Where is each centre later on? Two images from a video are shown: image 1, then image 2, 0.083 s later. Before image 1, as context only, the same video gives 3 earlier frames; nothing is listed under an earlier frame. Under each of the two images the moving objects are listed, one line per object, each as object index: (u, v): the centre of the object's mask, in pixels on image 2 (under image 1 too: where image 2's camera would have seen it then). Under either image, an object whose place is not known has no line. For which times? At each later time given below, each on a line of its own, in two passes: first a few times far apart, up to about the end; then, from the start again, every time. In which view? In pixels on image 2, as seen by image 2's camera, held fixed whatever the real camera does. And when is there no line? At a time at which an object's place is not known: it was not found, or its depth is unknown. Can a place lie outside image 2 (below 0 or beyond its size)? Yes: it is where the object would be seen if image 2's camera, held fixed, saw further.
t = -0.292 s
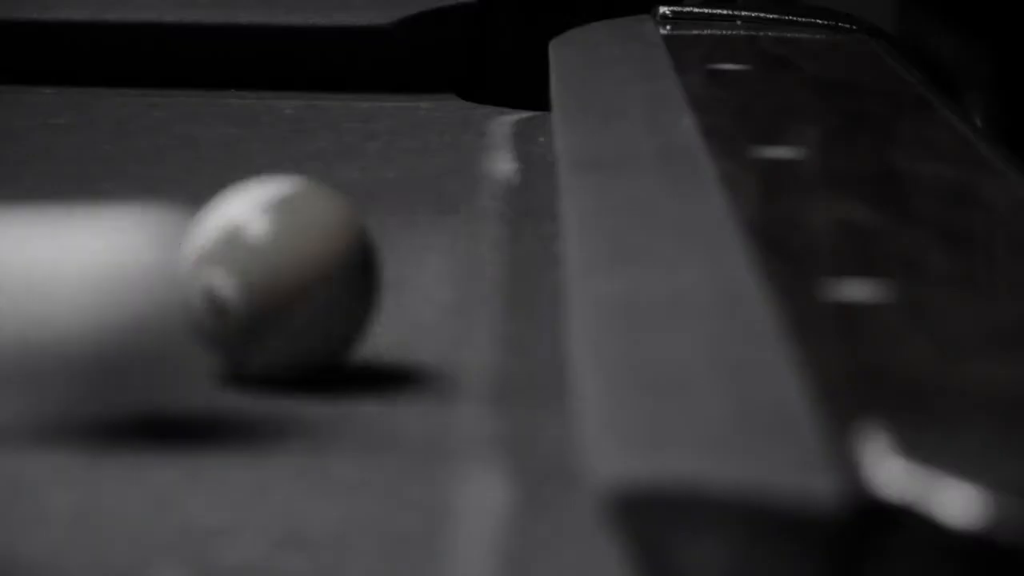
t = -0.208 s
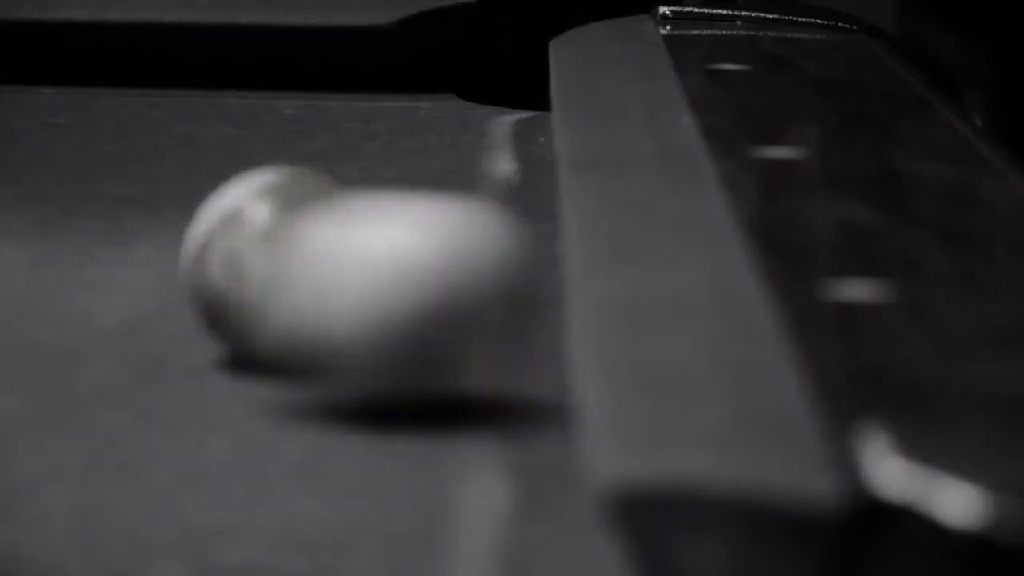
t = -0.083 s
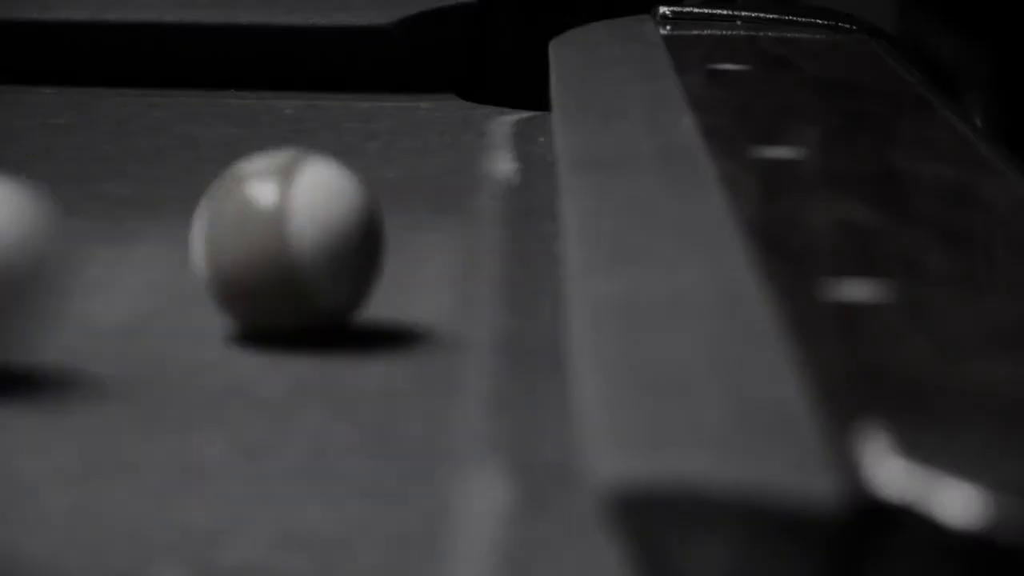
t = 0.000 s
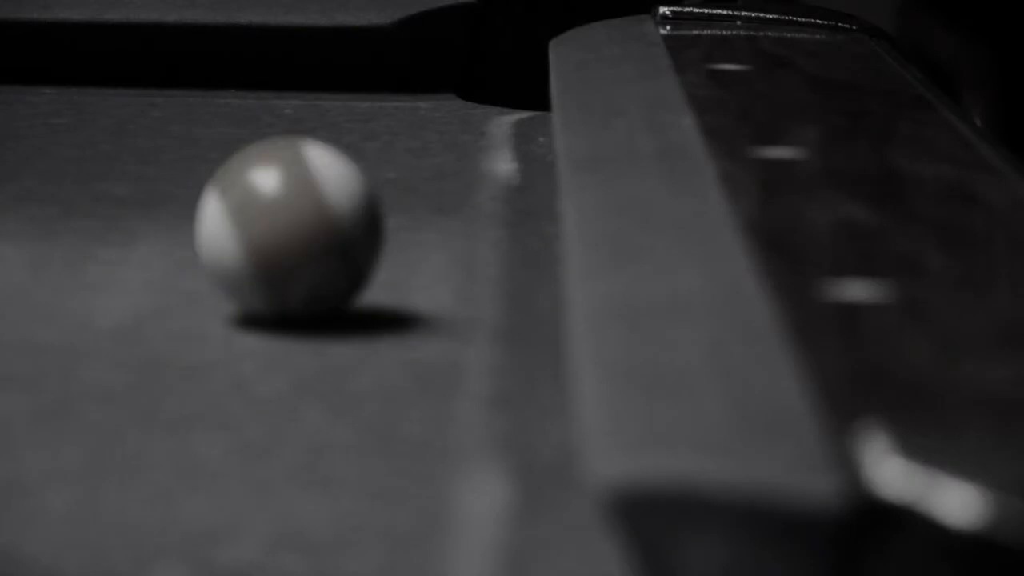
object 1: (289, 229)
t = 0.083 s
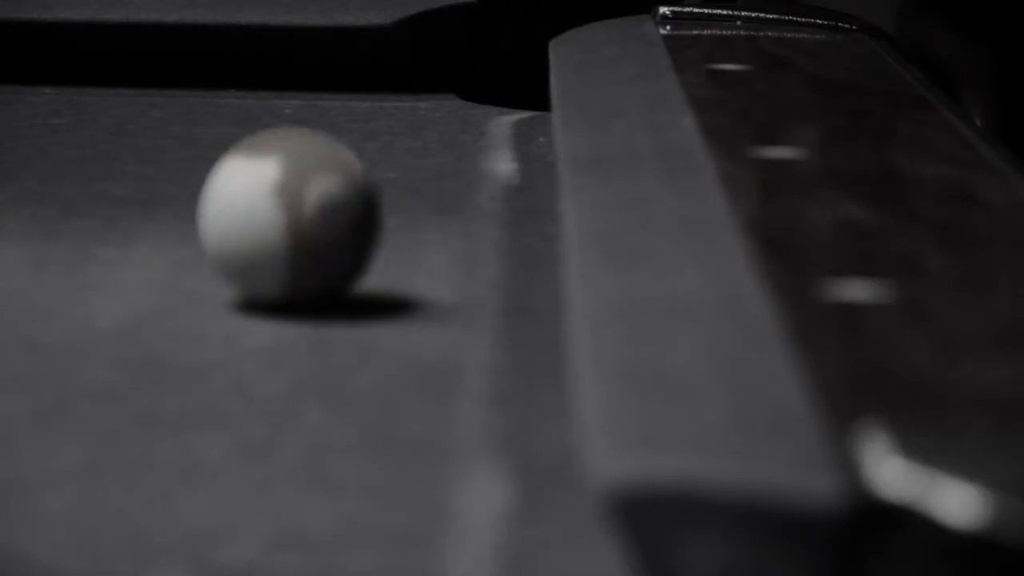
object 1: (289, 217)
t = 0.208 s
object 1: (286, 200)
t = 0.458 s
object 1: (277, 171)
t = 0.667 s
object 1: (271, 150)
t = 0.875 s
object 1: (263, 133)
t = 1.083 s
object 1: (253, 117)
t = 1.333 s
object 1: (240, 102)
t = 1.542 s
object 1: (231, 91)
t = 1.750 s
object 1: (221, 81)
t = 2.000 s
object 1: (209, 71)
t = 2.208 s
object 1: (198, 64)
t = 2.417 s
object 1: (187, 59)
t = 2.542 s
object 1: (180, 57)
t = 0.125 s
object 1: (288, 212)
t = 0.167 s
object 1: (287, 206)
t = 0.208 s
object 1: (286, 200)
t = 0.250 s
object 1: (285, 195)
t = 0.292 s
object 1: (283, 190)
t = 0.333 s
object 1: (281, 185)
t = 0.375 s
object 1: (280, 181)
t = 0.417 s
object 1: (278, 176)
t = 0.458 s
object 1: (277, 171)
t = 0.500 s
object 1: (276, 167)
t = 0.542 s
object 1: (274, 163)
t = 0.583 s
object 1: (273, 159)
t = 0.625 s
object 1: (272, 154)
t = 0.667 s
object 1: (271, 150)
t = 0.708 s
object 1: (269, 147)
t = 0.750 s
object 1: (268, 143)
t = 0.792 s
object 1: (266, 139)
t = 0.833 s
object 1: (265, 136)
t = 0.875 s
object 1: (263, 133)
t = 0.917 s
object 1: (261, 130)
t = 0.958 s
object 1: (260, 126)
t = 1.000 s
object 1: (258, 123)
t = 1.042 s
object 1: (256, 120)
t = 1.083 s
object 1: (253, 117)
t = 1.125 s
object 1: (251, 115)
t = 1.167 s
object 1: (249, 112)
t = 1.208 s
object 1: (247, 109)
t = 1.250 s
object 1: (245, 107)
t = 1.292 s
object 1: (242, 104)
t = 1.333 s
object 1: (240, 102)
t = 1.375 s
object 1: (238, 99)
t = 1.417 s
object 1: (236, 97)
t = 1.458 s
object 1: (234, 94)
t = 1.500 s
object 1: (232, 92)
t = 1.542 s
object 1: (231, 91)
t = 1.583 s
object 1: (229, 88)
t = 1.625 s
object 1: (227, 86)
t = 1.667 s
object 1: (225, 84)
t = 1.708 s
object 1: (223, 82)
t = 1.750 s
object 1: (221, 81)
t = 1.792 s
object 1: (219, 79)
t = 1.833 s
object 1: (217, 77)
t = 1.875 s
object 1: (215, 75)
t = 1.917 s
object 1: (213, 74)
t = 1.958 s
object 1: (211, 72)
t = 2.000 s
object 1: (209, 71)
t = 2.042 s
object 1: (206, 69)
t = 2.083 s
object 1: (204, 68)
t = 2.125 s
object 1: (202, 66)
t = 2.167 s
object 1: (200, 65)
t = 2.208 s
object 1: (198, 64)
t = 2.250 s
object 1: (196, 63)
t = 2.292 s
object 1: (194, 62)
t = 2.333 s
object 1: (192, 61)
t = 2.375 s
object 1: (189, 60)
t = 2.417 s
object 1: (187, 59)
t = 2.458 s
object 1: (185, 58)
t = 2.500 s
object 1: (182, 58)
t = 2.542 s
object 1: (180, 57)
